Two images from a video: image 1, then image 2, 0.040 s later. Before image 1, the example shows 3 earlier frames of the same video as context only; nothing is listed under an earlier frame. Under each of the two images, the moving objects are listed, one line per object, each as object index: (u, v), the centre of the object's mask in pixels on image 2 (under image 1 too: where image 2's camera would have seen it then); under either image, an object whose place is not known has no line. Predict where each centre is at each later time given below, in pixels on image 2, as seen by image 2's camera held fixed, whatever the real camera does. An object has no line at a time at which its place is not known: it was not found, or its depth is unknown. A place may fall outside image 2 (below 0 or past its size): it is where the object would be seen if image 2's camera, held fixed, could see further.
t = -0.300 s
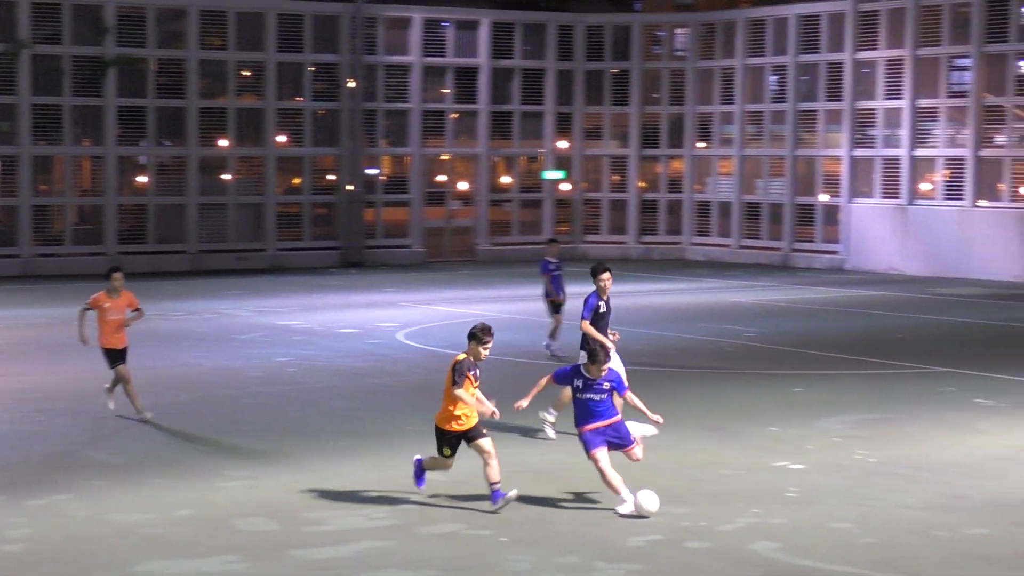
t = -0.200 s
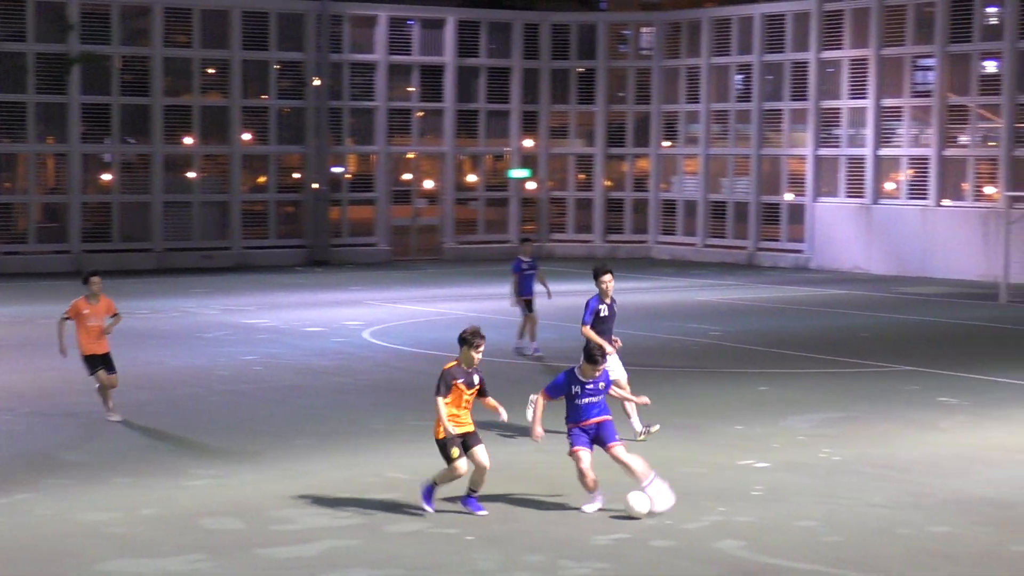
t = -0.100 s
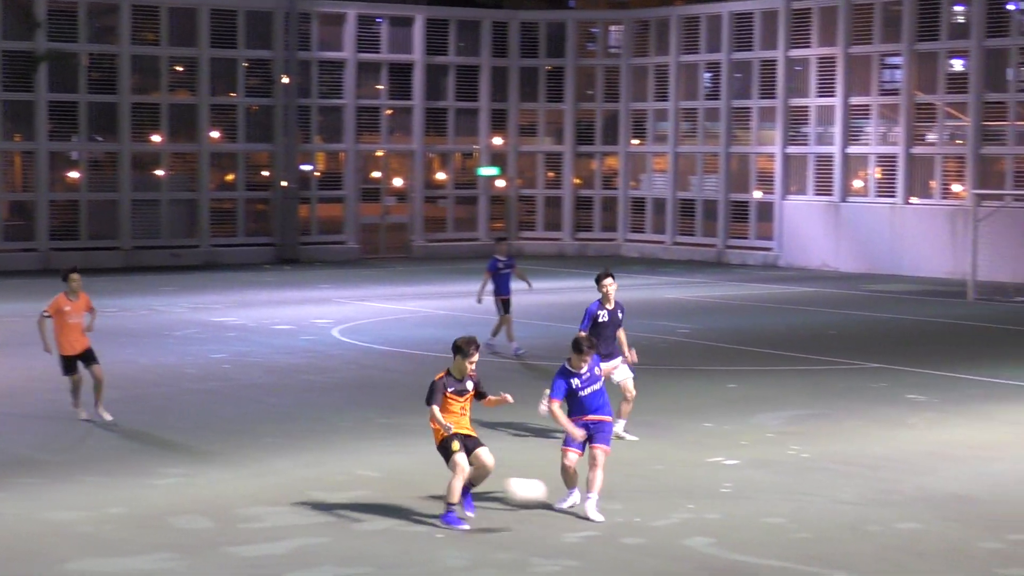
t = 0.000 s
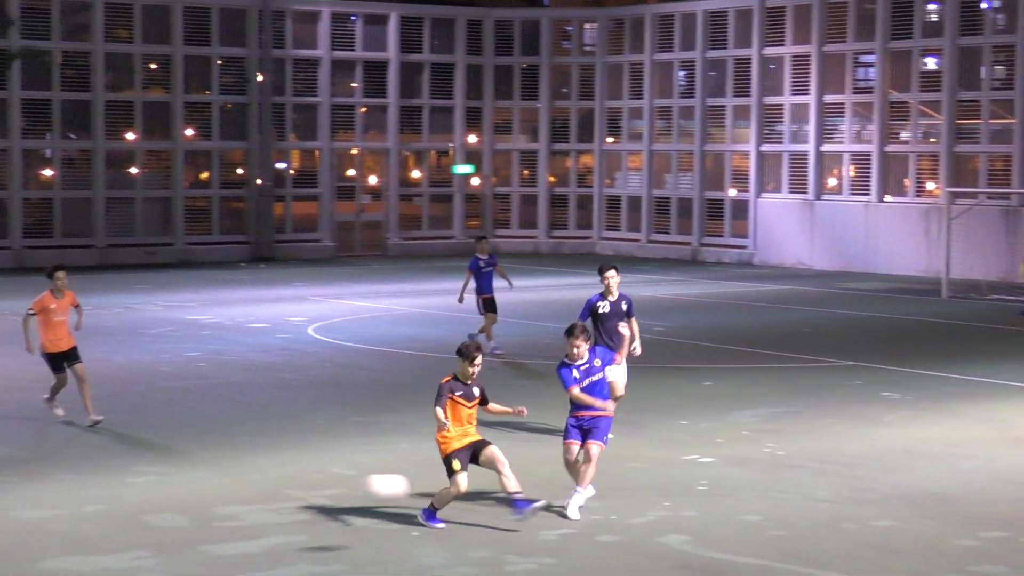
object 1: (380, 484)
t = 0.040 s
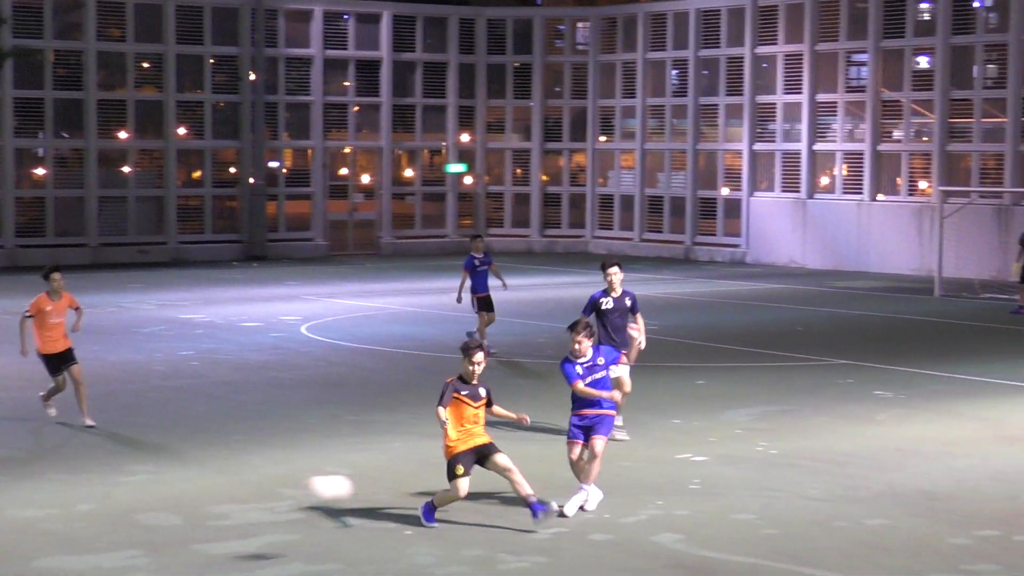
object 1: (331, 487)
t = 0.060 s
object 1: (305, 490)
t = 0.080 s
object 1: (279, 492)
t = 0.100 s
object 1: (252, 495)
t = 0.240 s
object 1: (50, 534)
